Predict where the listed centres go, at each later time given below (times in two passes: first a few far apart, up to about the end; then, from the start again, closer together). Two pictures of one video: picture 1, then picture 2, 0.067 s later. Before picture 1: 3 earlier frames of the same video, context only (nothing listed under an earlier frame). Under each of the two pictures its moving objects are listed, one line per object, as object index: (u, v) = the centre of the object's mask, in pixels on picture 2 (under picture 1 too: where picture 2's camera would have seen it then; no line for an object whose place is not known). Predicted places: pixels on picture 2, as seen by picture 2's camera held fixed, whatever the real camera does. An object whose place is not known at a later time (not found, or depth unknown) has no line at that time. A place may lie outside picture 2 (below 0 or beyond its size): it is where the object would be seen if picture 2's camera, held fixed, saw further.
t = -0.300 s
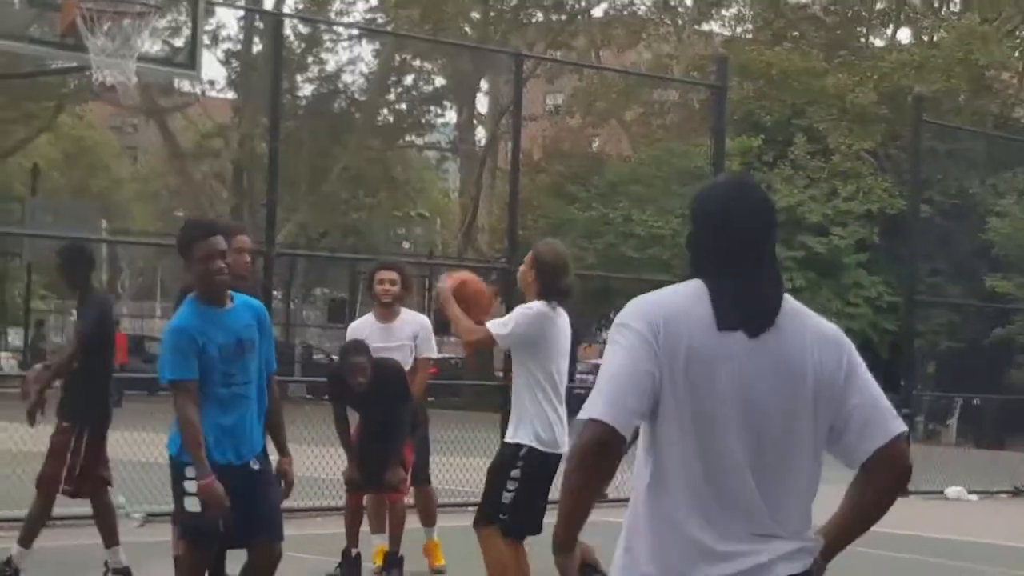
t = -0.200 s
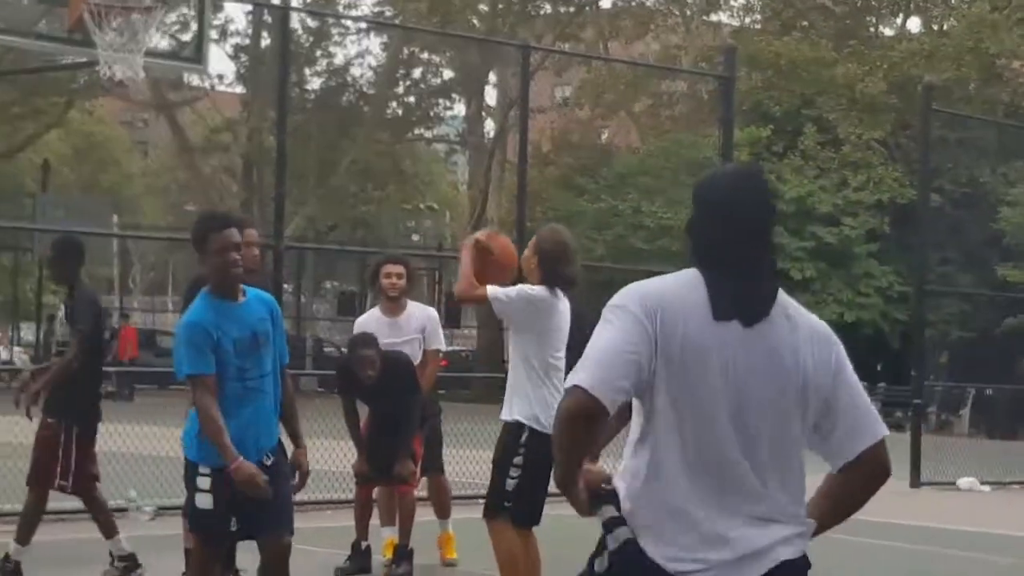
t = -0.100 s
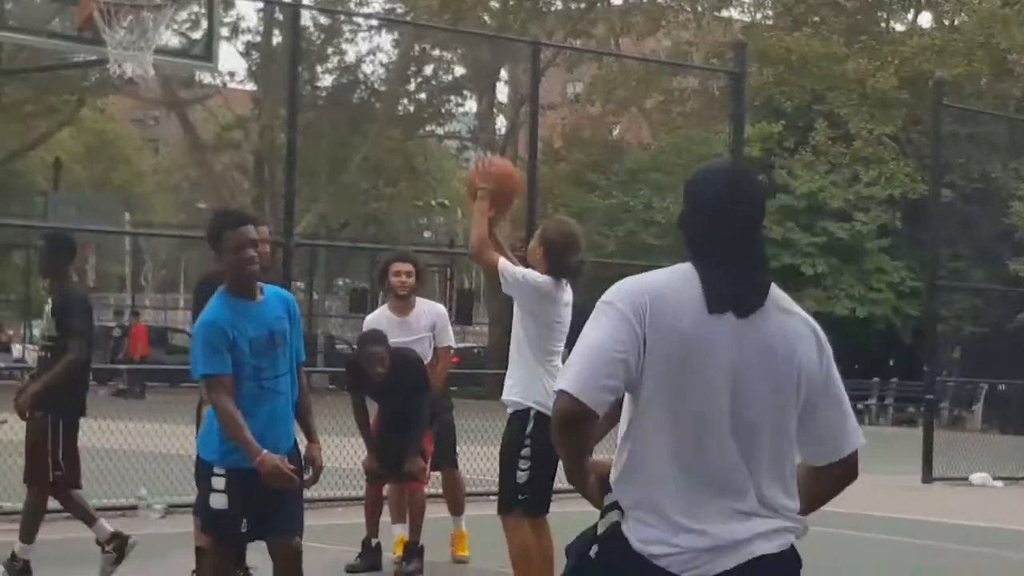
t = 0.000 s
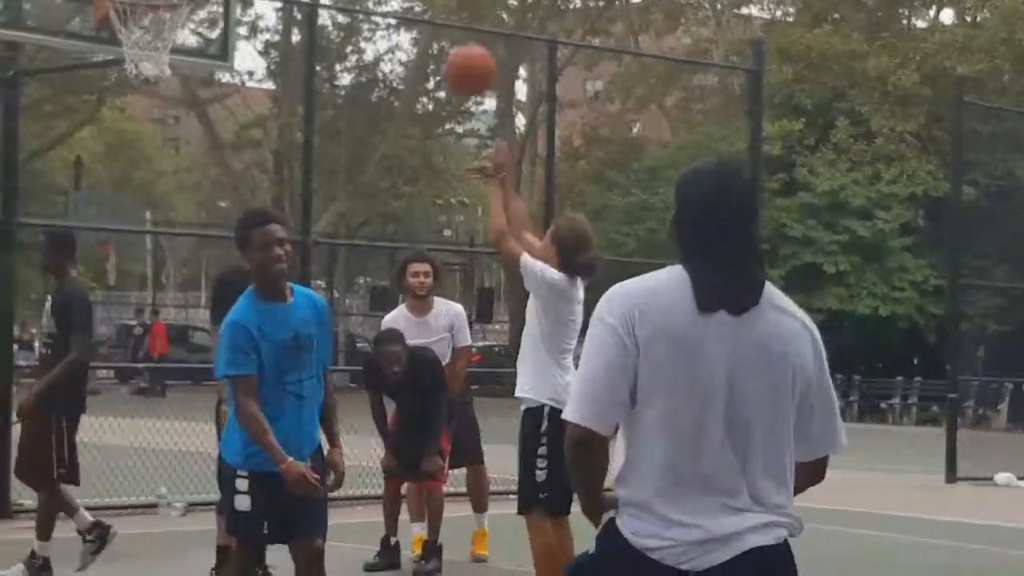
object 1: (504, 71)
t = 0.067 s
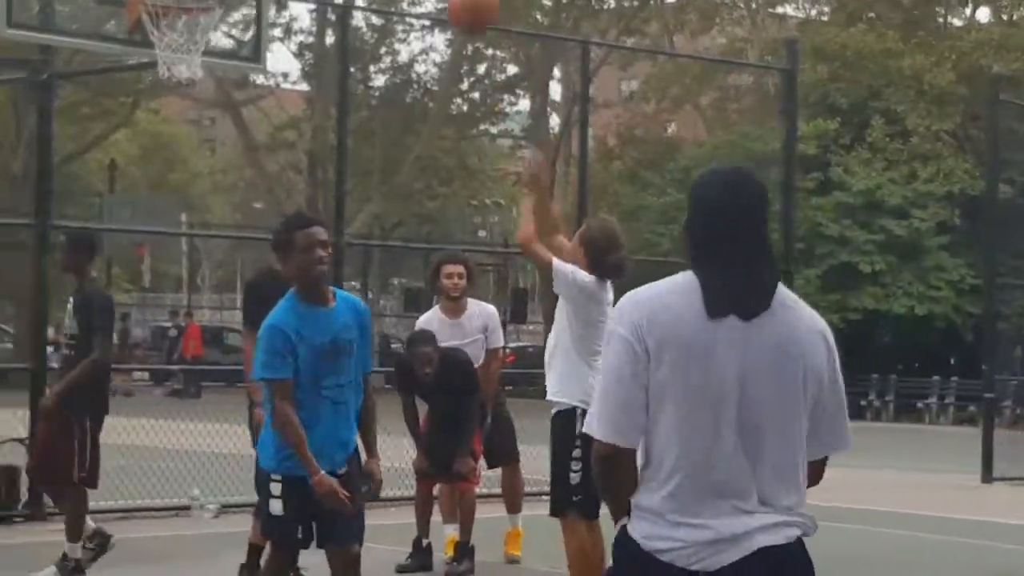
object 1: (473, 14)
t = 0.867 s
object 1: (183, 6)
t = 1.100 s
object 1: (146, 74)
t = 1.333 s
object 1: (116, 196)
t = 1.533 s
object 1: (88, 379)
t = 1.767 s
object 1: (69, 457)
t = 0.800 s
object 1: (203, -25)
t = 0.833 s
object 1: (192, -19)
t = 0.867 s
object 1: (183, 6)
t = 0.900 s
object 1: (173, 26)
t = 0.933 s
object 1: (167, 42)
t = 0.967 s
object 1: (161, 49)
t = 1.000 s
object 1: (155, 53)
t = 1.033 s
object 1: (154, 57)
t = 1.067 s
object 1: (148, 64)
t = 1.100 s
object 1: (146, 74)
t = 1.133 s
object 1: (141, 85)
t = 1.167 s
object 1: (137, 100)
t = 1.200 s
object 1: (132, 115)
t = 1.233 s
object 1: (127, 133)
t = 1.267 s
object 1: (122, 151)
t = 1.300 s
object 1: (120, 173)
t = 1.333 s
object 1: (116, 196)
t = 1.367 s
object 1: (111, 222)
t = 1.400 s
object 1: (106, 250)
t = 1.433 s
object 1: (102, 279)
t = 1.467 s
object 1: (97, 310)
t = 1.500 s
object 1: (92, 343)
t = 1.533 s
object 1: (88, 379)
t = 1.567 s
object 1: (83, 415)
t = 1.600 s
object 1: (78, 455)
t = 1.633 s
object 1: (73, 496)
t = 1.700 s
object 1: (69, 511)
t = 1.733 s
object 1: (68, 487)
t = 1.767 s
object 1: (69, 457)
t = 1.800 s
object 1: (69, 430)
